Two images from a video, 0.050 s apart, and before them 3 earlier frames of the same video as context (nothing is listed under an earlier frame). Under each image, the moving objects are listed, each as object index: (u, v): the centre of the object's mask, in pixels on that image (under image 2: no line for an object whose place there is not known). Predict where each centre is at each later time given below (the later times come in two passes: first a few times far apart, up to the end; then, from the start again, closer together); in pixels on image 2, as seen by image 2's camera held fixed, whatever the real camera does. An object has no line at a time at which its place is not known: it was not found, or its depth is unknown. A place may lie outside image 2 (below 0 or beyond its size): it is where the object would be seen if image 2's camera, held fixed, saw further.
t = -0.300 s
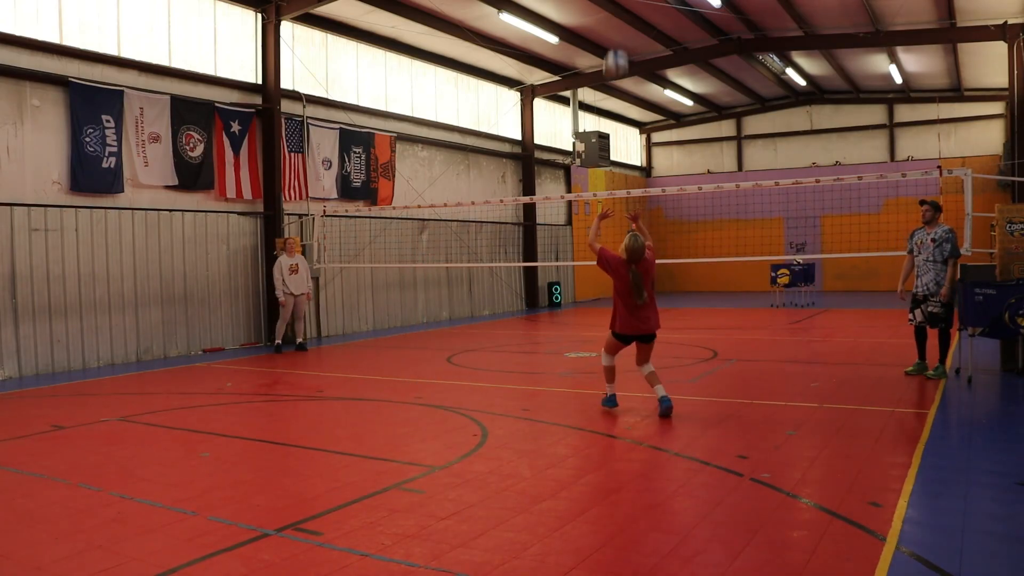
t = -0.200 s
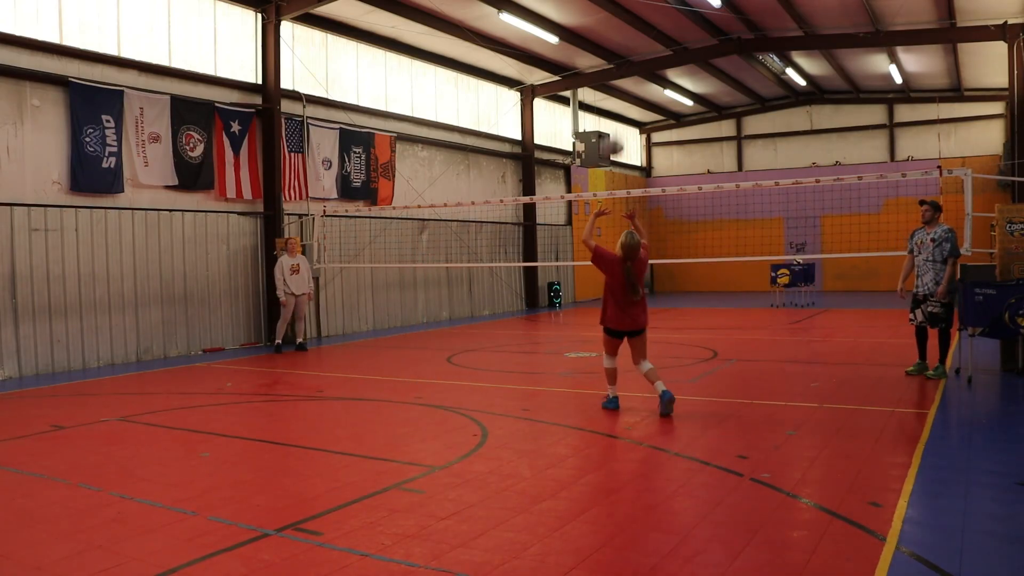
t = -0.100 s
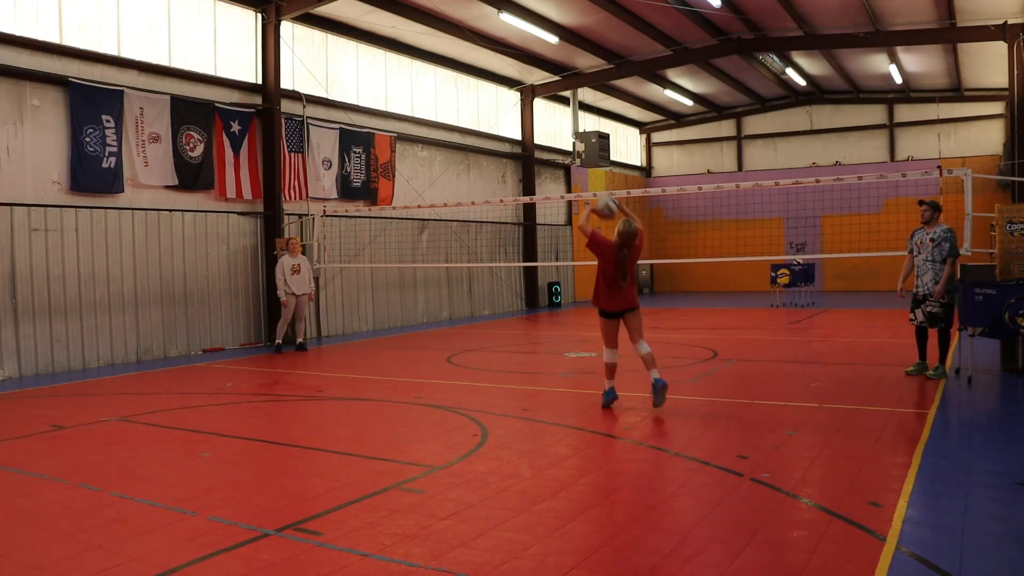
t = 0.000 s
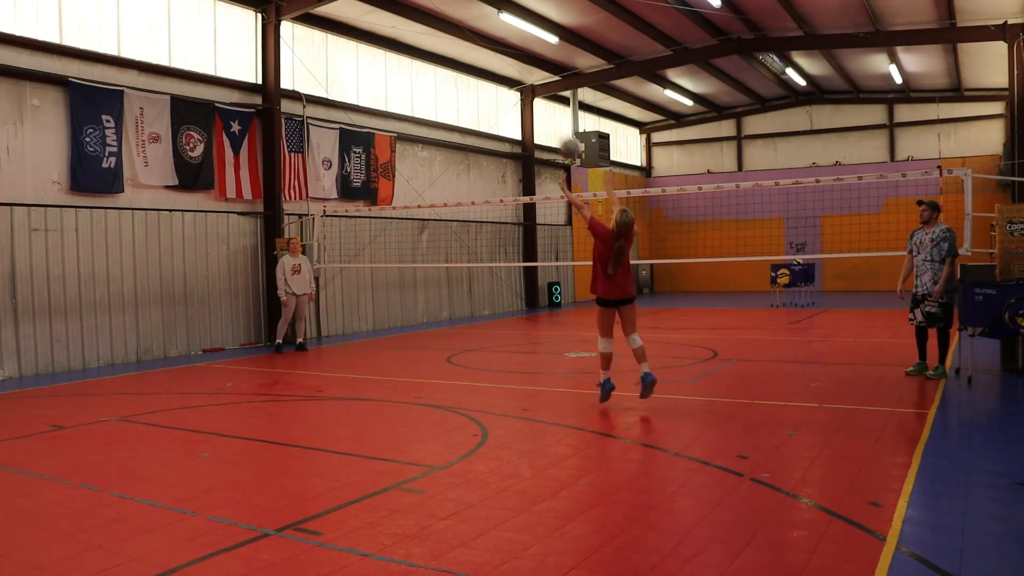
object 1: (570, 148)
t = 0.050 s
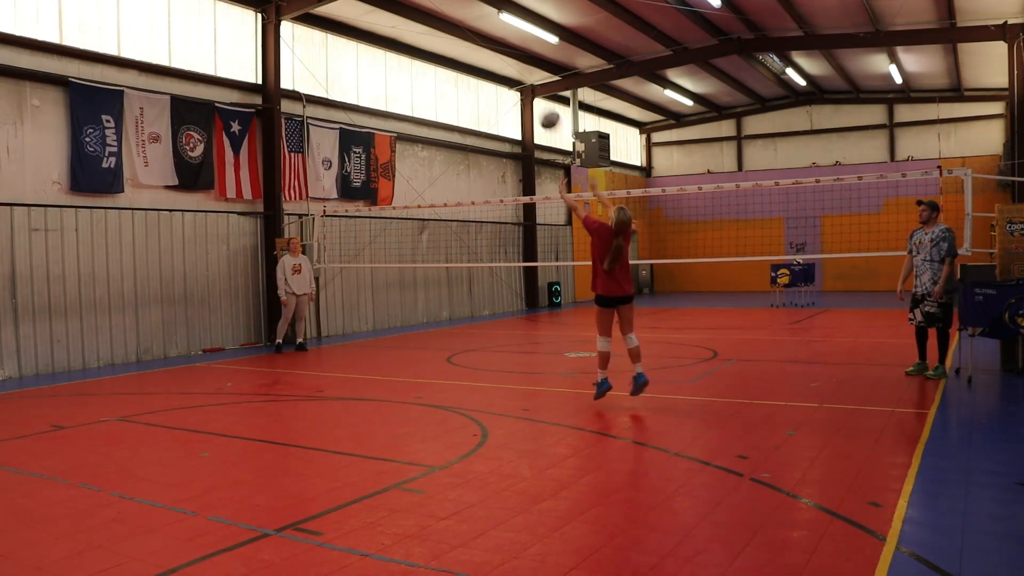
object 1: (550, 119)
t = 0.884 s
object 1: (366, 100)
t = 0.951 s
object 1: (356, 122)
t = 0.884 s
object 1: (366, 100)
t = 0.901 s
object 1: (363, 106)
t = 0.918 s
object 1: (360, 111)
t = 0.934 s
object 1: (359, 115)
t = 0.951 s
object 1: (356, 122)
